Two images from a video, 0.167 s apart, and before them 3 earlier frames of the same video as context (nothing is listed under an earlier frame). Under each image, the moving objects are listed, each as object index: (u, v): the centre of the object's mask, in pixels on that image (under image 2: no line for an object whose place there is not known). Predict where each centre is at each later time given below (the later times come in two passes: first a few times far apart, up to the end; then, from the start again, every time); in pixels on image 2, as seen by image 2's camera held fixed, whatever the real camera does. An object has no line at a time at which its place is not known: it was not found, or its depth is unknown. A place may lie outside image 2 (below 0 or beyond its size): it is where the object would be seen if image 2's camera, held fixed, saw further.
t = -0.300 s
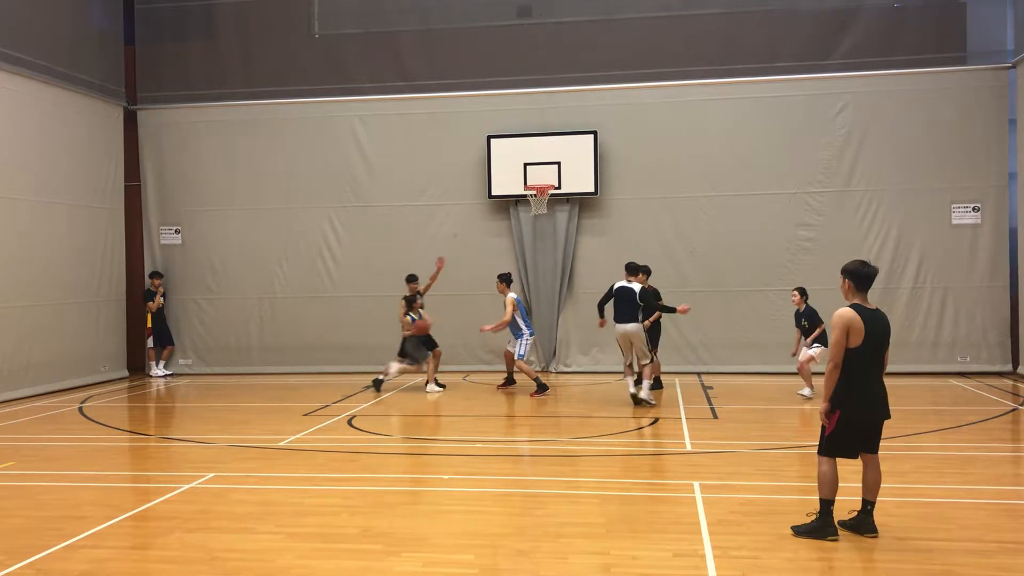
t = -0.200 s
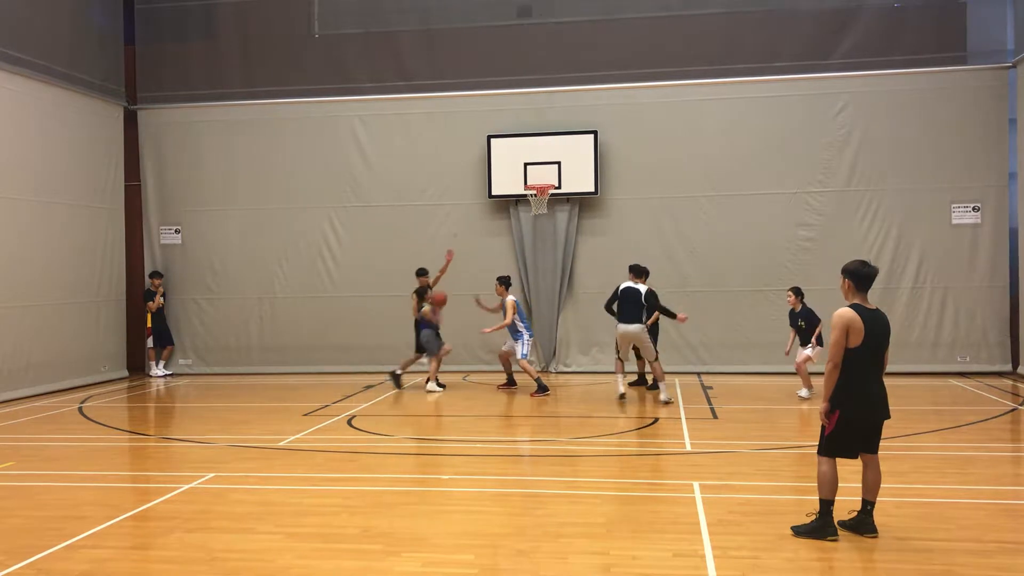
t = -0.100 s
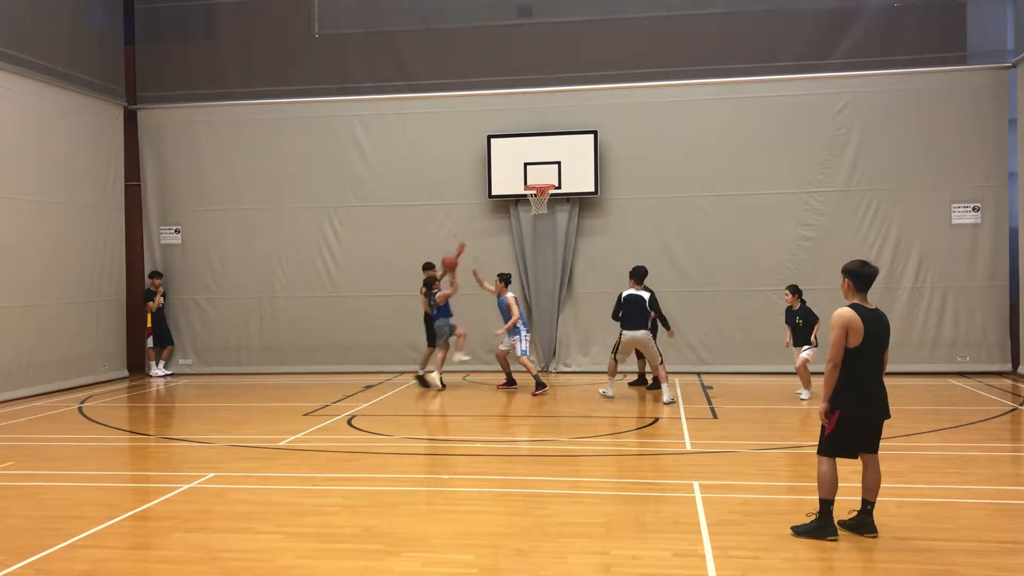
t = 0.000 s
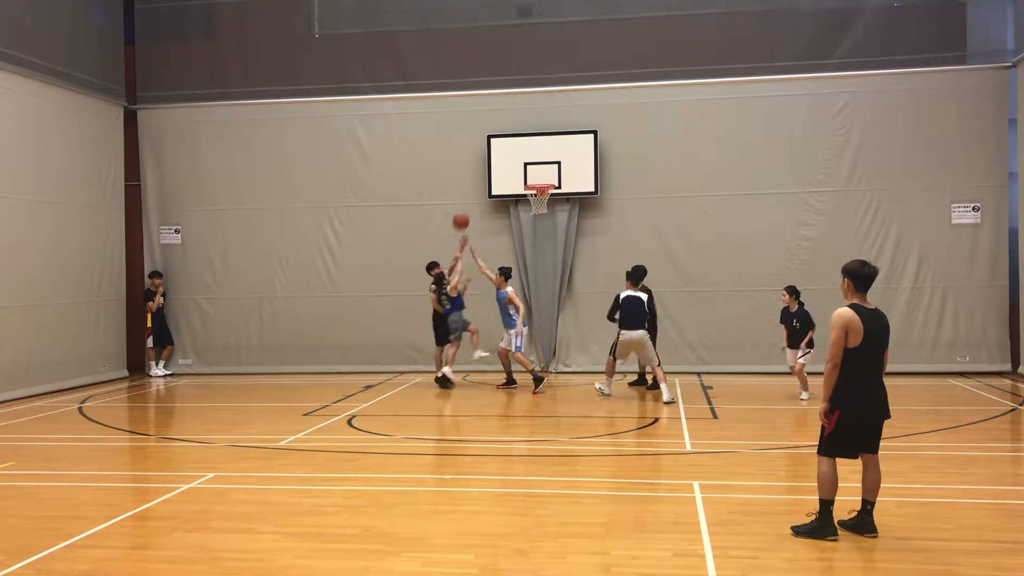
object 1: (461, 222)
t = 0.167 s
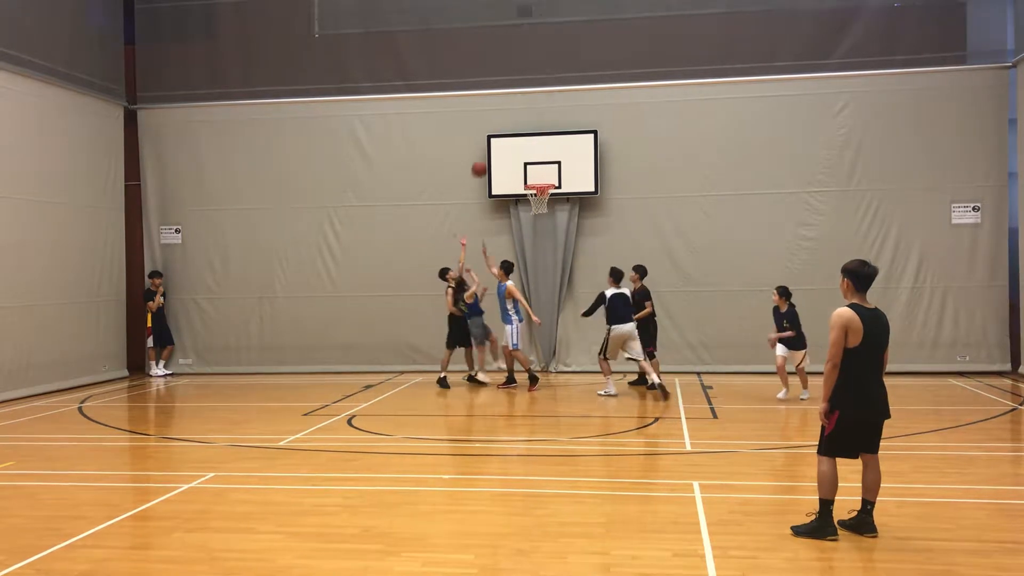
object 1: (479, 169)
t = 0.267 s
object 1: (490, 147)
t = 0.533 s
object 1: (517, 124)
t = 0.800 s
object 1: (537, 141)
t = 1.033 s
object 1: (544, 176)
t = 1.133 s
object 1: (548, 172)
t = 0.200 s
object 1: (482, 161)
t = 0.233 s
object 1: (486, 154)
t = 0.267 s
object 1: (490, 147)
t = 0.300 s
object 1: (493, 142)
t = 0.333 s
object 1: (497, 137)
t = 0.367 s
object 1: (500, 133)
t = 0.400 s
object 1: (504, 129)
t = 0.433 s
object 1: (507, 127)
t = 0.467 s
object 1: (511, 125)
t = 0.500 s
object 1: (514, 124)
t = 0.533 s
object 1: (517, 124)
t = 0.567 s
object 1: (520, 124)
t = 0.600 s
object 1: (524, 125)
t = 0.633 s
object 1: (527, 127)
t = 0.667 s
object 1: (530, 129)
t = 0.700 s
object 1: (533, 132)
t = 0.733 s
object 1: (535, 135)
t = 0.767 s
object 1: (536, 138)
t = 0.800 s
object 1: (537, 141)
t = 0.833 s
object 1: (538, 145)
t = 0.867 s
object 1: (539, 150)
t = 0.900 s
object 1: (540, 155)
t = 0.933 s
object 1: (541, 161)
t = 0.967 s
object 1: (542, 168)
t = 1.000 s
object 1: (543, 176)
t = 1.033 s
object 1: (544, 176)
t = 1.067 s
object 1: (545, 174)
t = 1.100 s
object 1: (547, 172)
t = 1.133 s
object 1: (548, 172)
